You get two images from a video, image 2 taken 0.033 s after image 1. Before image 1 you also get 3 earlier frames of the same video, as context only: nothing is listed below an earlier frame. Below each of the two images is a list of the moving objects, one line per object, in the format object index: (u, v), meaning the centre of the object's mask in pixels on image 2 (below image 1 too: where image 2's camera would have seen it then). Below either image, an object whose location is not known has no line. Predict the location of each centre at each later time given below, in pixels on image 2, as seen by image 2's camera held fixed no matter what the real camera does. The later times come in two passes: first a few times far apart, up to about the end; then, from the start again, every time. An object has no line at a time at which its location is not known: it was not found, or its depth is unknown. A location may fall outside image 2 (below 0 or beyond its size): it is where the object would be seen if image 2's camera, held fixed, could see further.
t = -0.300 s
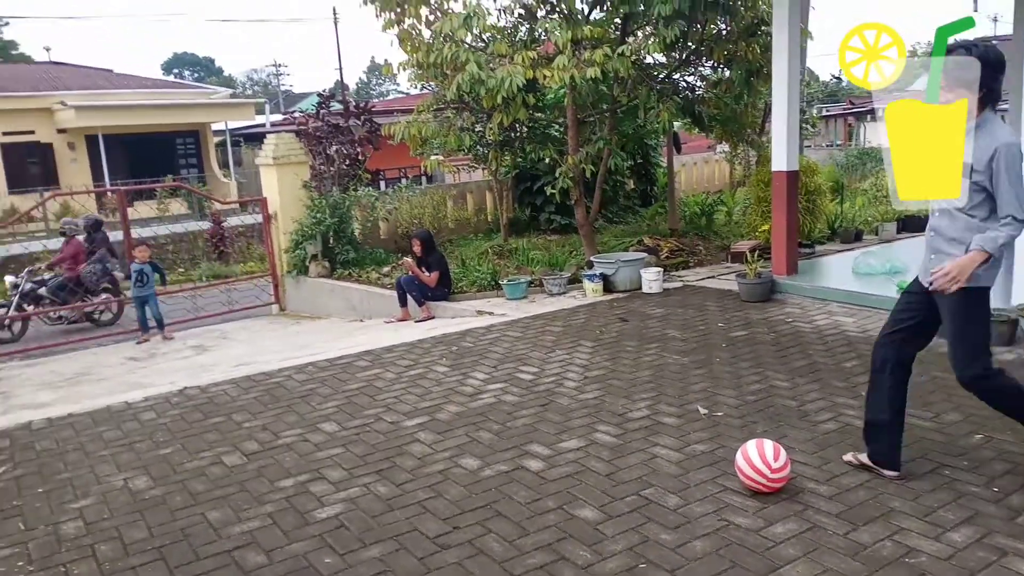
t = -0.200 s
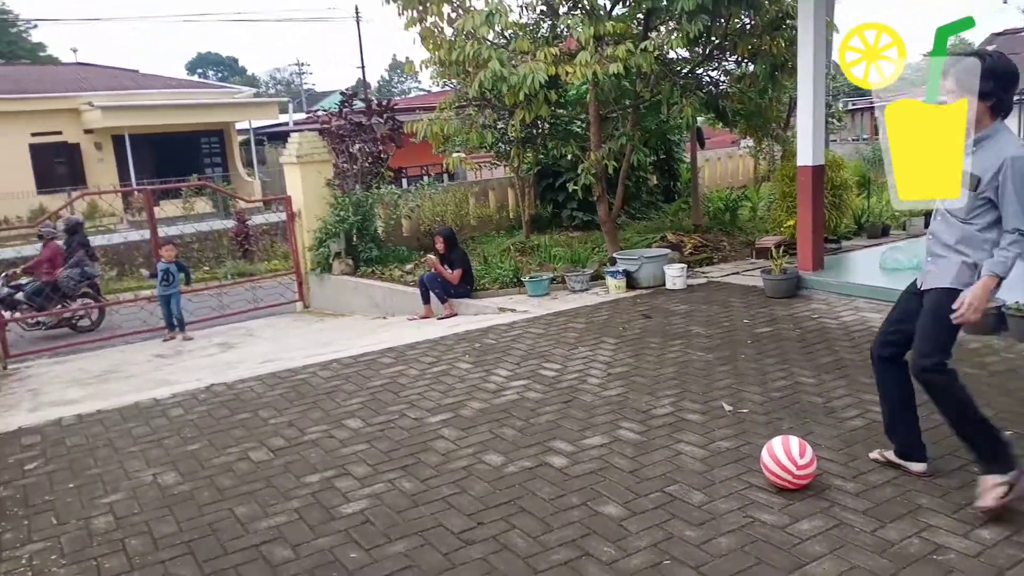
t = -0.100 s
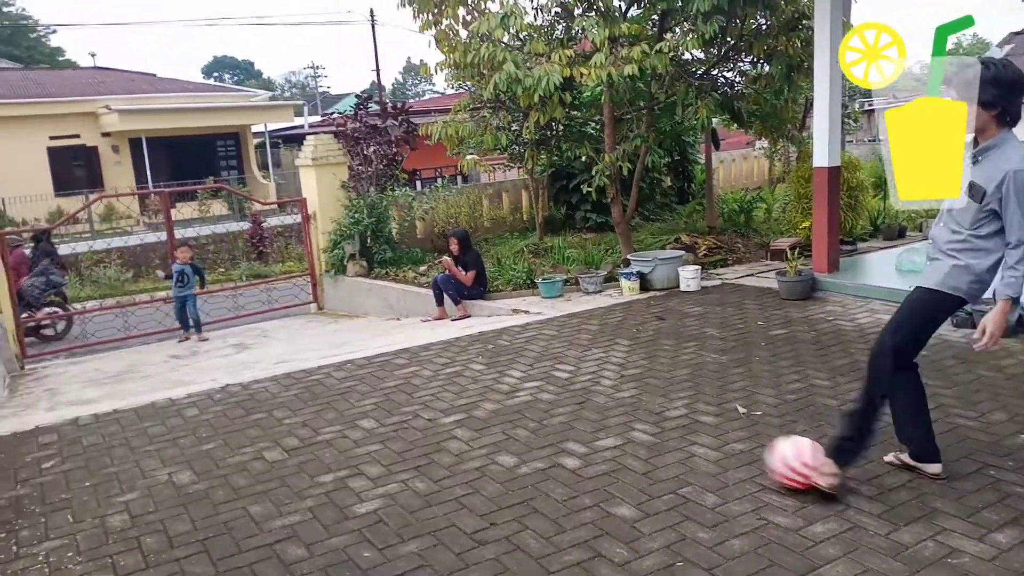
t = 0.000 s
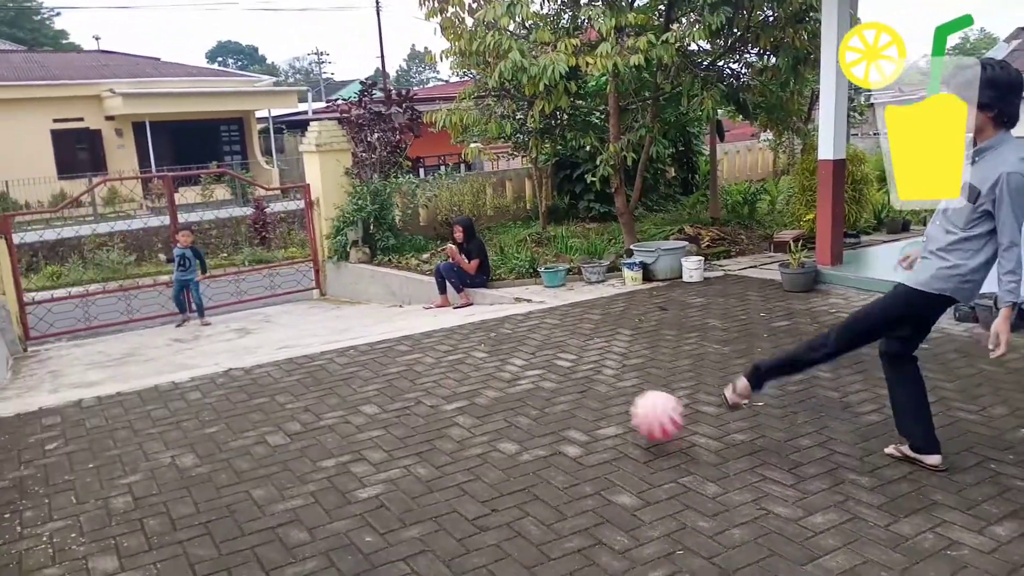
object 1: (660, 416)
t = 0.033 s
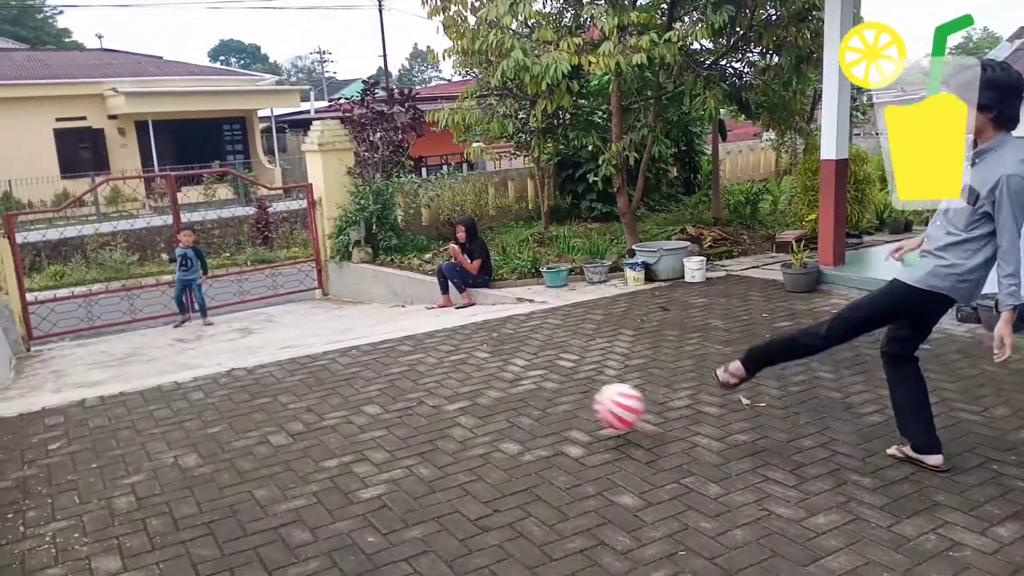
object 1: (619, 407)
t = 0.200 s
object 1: (454, 388)
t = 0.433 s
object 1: (313, 370)
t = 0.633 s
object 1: (223, 355)
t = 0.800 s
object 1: (163, 355)
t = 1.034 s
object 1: (96, 362)
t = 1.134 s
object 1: (72, 364)
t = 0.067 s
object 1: (582, 399)
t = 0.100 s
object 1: (544, 395)
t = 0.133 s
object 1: (510, 395)
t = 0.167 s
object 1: (481, 395)
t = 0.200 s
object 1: (454, 388)
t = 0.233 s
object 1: (431, 384)
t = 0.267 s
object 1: (409, 381)
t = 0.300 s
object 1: (389, 378)
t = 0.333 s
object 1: (368, 378)
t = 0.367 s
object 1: (349, 377)
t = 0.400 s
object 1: (330, 372)
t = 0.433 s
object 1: (313, 370)
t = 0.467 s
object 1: (297, 367)
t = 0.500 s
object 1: (282, 364)
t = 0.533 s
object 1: (266, 364)
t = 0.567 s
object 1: (250, 361)
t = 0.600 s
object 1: (238, 360)
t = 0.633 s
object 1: (223, 355)
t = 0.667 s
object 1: (210, 354)
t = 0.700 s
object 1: (198, 354)
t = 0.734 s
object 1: (185, 354)
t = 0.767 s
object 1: (174, 356)
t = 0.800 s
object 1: (163, 355)
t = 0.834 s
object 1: (152, 358)
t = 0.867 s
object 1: (143, 358)
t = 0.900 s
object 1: (132, 359)
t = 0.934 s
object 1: (123, 359)
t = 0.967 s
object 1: (114, 360)
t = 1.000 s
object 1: (104, 361)
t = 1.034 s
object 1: (96, 362)
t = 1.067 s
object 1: (87, 363)
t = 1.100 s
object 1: (78, 363)
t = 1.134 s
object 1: (72, 364)
